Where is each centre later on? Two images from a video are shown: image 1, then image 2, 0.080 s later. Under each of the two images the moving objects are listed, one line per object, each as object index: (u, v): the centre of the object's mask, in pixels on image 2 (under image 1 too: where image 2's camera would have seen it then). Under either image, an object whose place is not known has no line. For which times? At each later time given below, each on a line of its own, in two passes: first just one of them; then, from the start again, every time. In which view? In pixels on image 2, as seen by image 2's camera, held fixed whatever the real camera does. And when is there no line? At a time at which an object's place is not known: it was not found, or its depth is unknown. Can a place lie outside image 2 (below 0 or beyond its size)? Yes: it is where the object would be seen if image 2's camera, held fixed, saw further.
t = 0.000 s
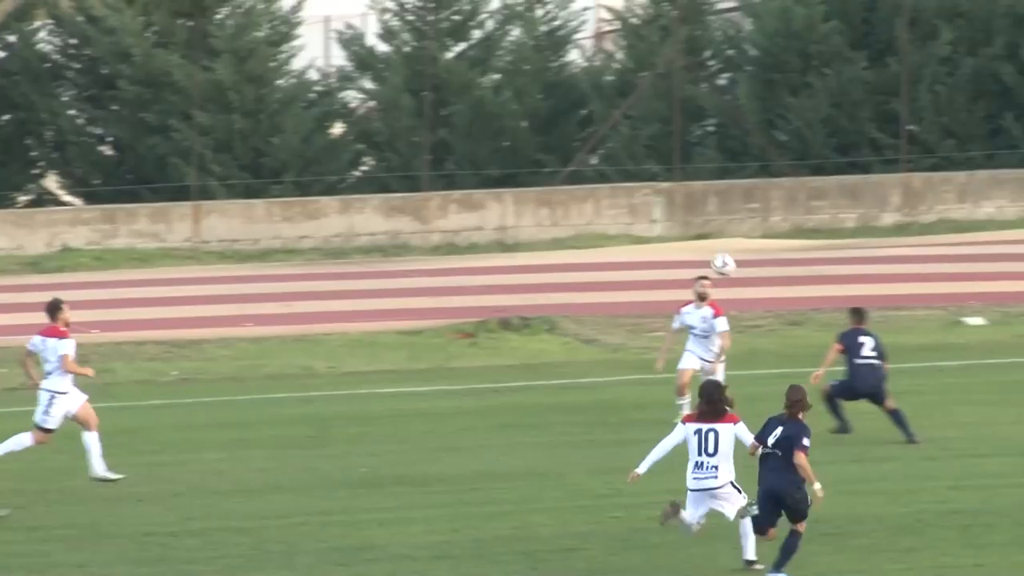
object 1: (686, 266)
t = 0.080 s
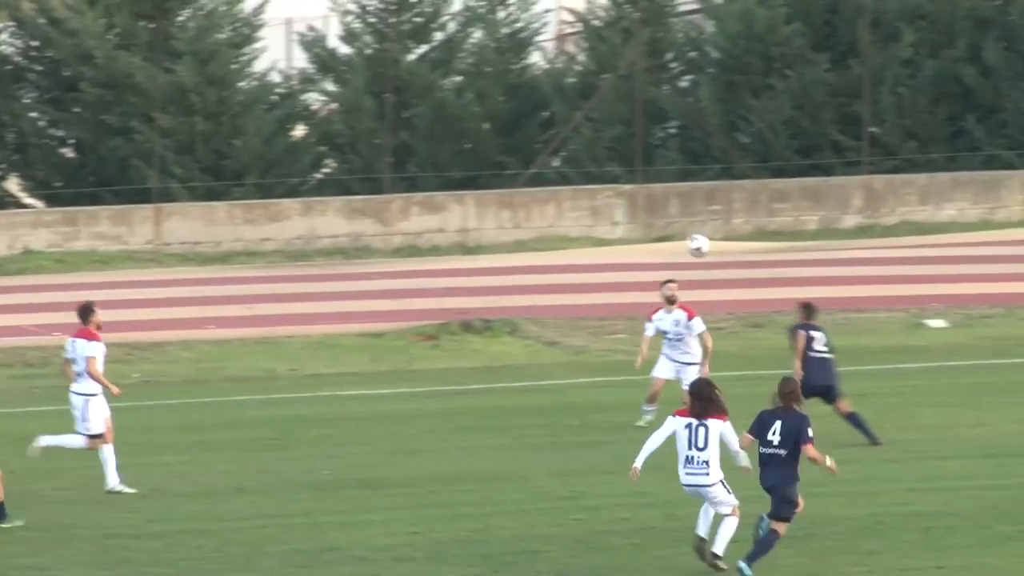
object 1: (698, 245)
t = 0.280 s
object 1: (733, 220)
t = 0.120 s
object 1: (706, 237)
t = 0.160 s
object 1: (713, 231)
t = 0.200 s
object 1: (719, 226)
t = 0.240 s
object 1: (726, 221)
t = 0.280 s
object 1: (733, 220)
